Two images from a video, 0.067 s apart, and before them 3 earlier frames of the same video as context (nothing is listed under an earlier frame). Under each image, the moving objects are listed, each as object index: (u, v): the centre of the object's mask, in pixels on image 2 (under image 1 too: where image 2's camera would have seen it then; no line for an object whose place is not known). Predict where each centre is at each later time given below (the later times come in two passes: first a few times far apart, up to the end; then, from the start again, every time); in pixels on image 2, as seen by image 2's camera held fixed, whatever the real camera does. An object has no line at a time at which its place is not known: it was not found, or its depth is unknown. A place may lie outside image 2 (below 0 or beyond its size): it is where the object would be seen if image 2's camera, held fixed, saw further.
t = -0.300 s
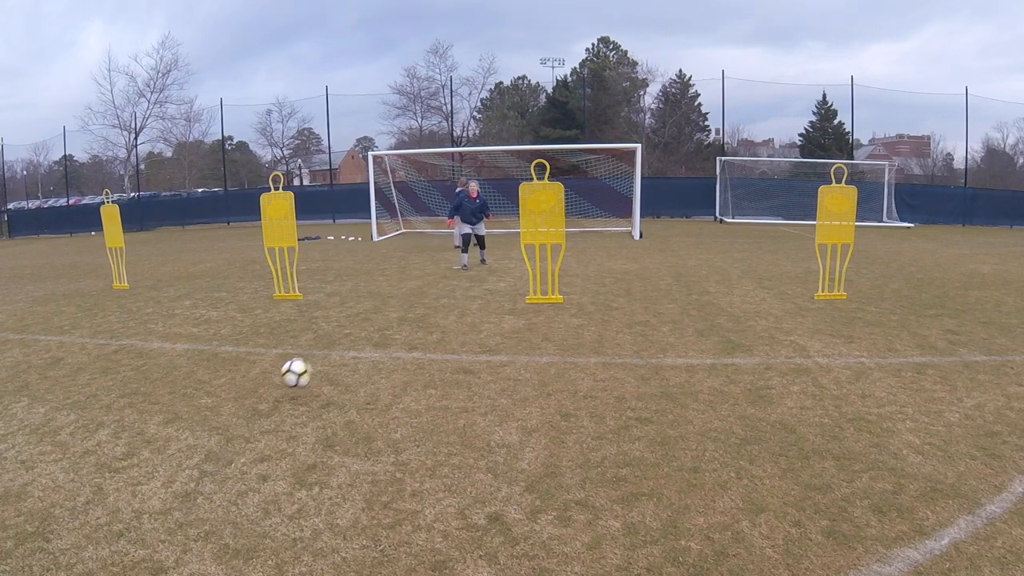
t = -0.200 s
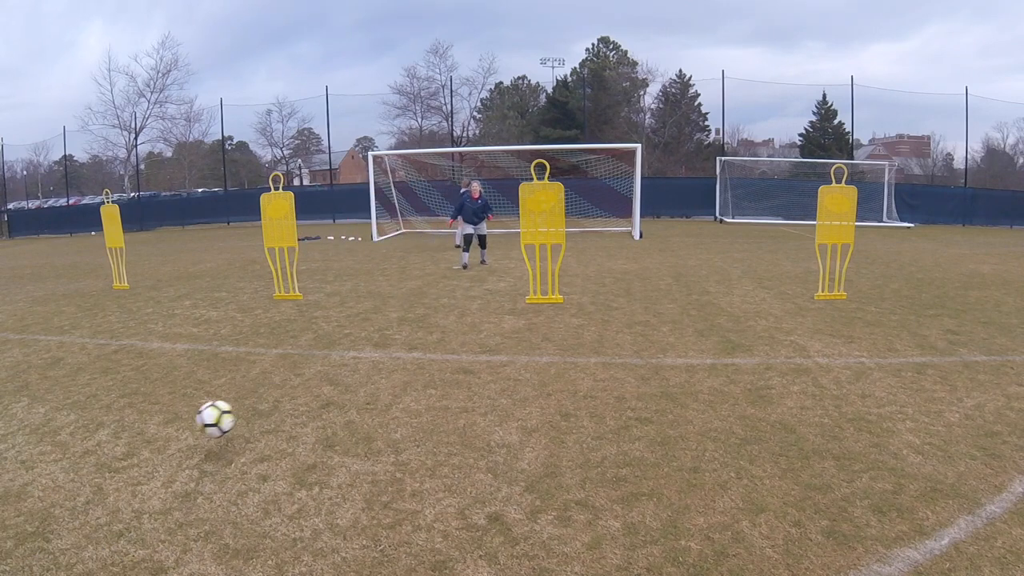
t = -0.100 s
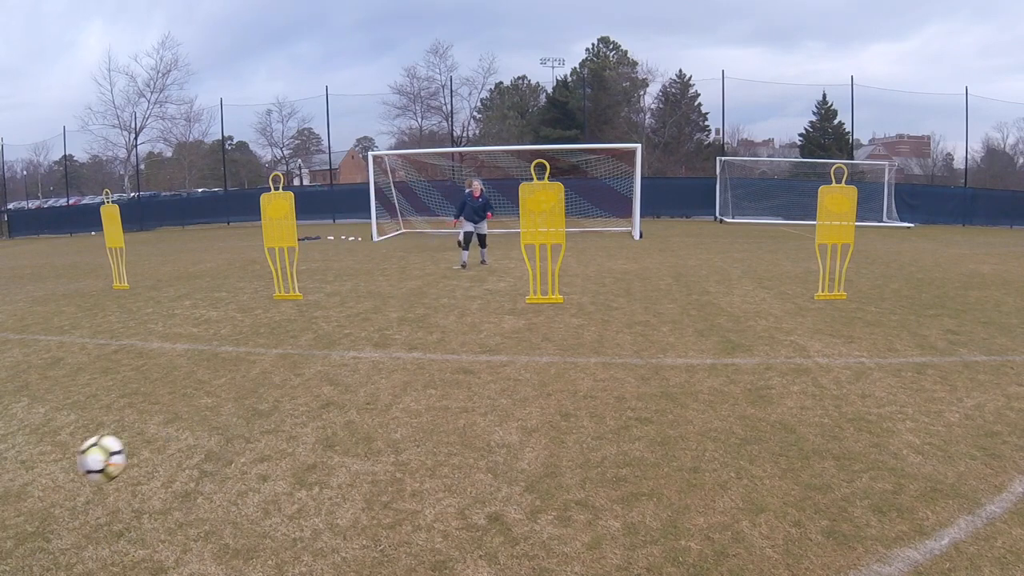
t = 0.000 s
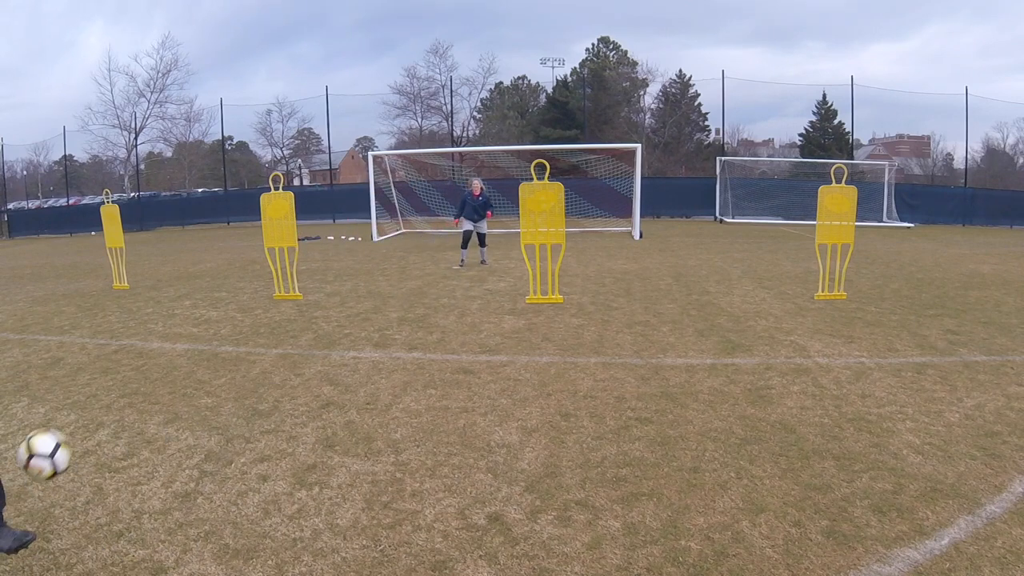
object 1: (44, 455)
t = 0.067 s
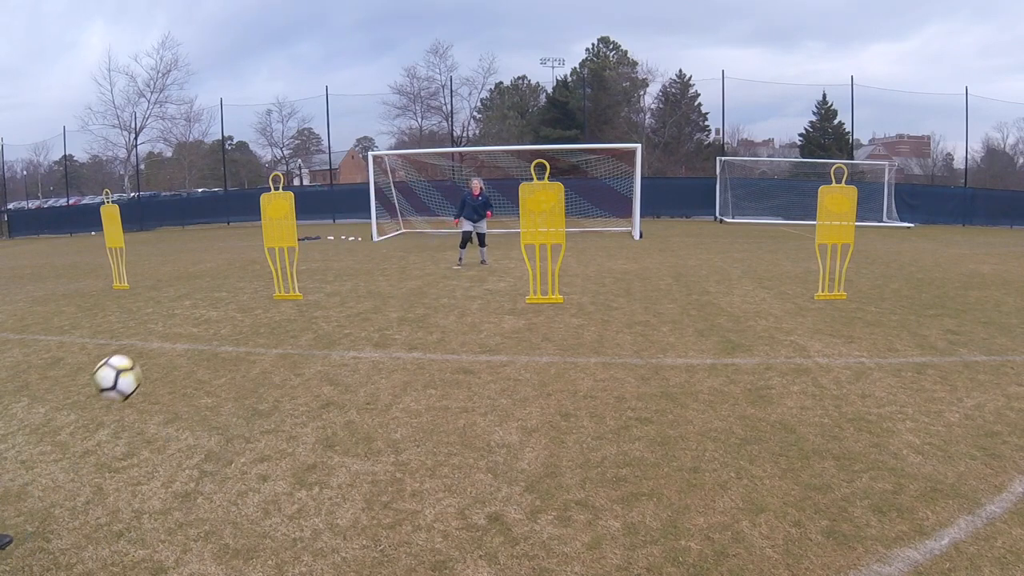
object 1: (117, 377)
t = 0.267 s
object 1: (284, 263)
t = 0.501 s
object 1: (396, 248)
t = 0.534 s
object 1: (408, 250)
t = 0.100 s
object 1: (150, 348)
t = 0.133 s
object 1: (182, 323)
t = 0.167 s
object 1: (211, 303)
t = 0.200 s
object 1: (238, 287)
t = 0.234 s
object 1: (262, 273)
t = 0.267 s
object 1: (284, 263)
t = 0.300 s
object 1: (304, 256)
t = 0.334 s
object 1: (323, 250)
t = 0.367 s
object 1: (341, 247)
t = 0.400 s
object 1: (356, 245)
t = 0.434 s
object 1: (370, 245)
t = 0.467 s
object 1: (383, 245)
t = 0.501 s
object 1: (396, 248)
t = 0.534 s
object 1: (408, 250)
